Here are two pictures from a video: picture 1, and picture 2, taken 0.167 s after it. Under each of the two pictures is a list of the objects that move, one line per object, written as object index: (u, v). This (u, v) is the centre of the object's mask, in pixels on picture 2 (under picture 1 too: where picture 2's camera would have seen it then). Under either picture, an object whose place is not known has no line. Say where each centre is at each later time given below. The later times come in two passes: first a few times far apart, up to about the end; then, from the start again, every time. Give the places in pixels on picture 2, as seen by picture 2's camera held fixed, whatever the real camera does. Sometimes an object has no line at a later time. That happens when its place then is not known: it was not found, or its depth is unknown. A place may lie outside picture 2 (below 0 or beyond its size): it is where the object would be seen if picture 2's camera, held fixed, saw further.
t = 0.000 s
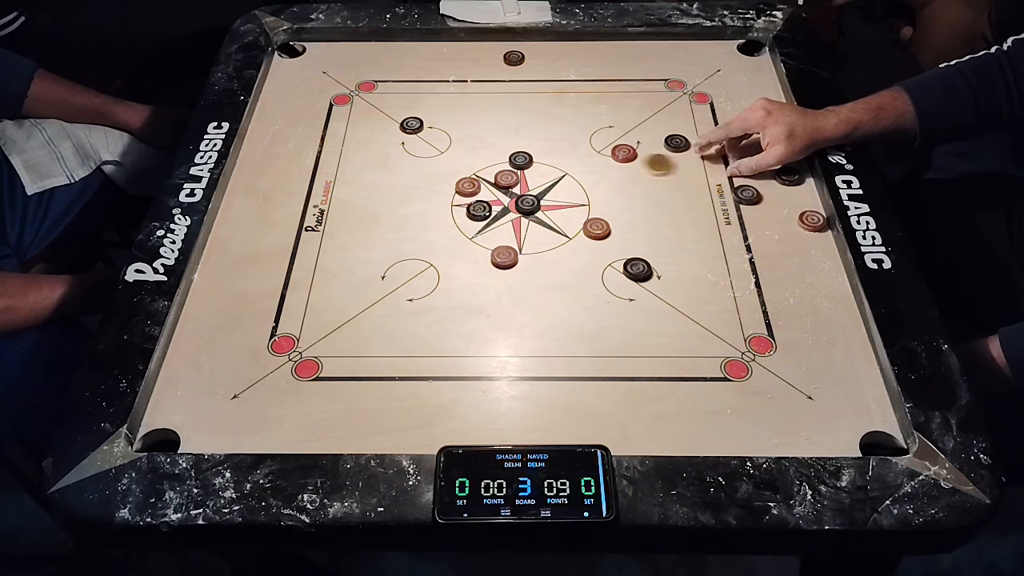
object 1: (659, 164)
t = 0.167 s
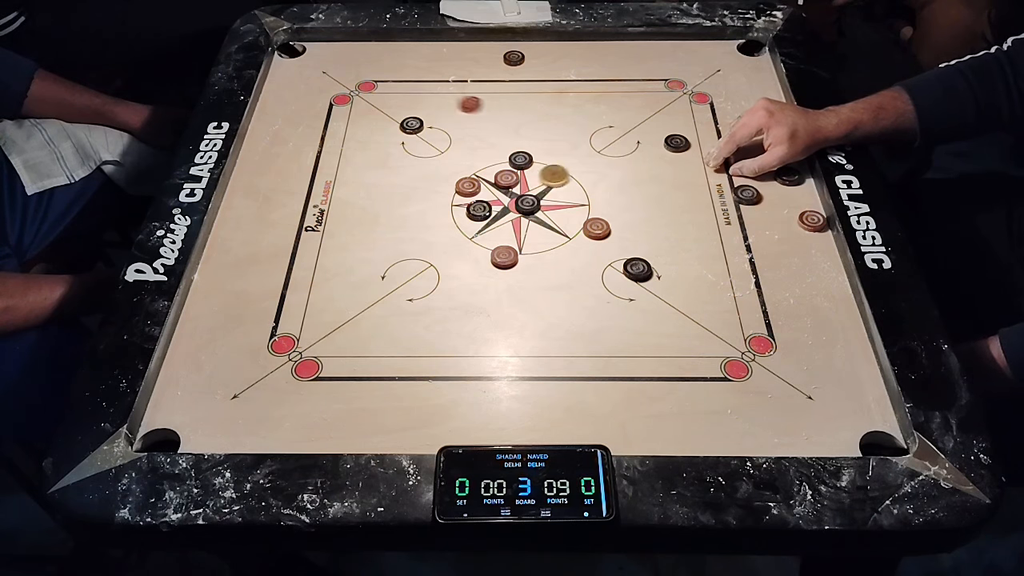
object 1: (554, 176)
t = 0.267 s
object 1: (523, 181)
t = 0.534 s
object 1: (507, 185)
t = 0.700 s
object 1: (507, 185)
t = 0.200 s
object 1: (537, 178)
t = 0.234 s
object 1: (529, 179)
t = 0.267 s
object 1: (523, 181)
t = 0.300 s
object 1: (518, 182)
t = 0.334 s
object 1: (514, 183)
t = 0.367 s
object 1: (511, 184)
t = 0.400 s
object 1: (509, 184)
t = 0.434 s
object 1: (508, 185)
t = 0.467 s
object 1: (508, 185)
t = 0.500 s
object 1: (507, 185)
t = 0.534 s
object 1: (507, 185)
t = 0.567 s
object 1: (508, 185)
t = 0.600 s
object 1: (507, 185)
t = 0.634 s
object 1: (507, 185)
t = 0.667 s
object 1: (507, 185)
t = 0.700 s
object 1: (507, 185)
